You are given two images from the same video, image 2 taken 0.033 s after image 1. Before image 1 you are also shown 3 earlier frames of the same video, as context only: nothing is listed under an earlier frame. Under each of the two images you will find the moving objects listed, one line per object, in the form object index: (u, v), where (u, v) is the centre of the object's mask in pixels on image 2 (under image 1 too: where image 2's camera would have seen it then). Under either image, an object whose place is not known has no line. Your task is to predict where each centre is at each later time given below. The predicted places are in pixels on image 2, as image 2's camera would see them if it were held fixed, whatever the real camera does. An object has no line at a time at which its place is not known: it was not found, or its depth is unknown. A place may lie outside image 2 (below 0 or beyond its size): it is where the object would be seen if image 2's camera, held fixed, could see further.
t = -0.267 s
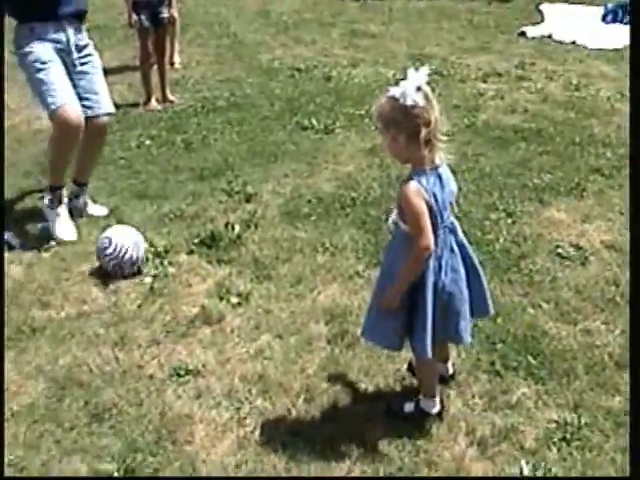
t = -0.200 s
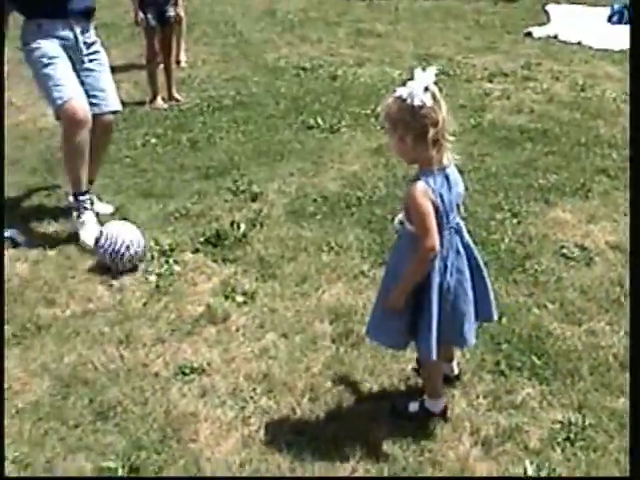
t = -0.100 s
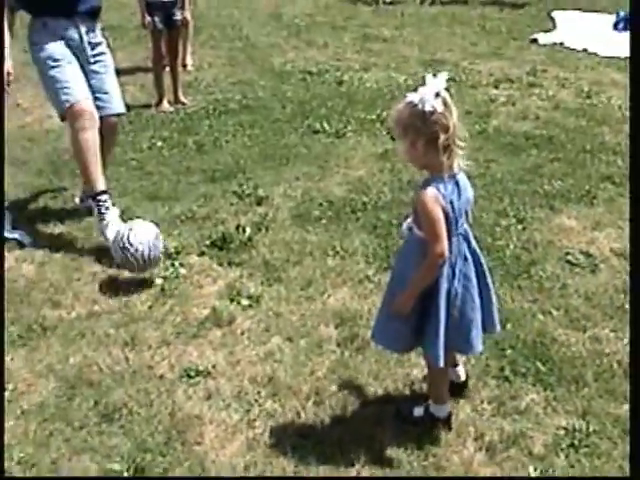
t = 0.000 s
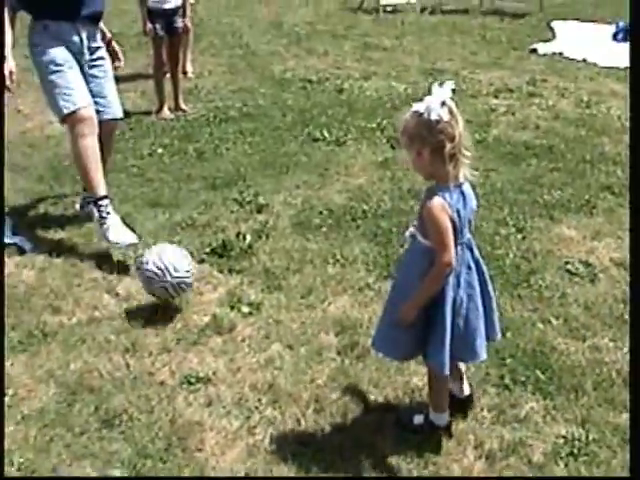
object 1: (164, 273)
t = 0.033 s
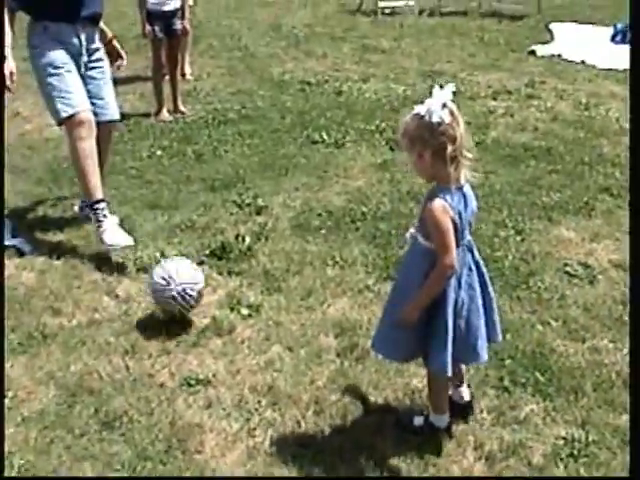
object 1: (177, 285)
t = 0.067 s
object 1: (187, 300)
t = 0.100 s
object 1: (201, 318)
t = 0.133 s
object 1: (208, 322)
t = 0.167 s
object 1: (210, 321)
